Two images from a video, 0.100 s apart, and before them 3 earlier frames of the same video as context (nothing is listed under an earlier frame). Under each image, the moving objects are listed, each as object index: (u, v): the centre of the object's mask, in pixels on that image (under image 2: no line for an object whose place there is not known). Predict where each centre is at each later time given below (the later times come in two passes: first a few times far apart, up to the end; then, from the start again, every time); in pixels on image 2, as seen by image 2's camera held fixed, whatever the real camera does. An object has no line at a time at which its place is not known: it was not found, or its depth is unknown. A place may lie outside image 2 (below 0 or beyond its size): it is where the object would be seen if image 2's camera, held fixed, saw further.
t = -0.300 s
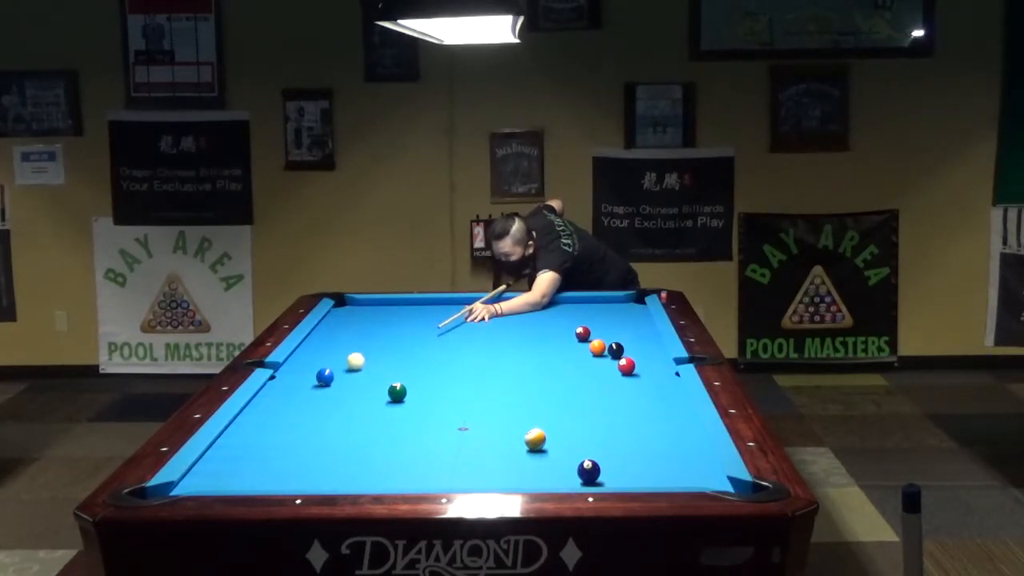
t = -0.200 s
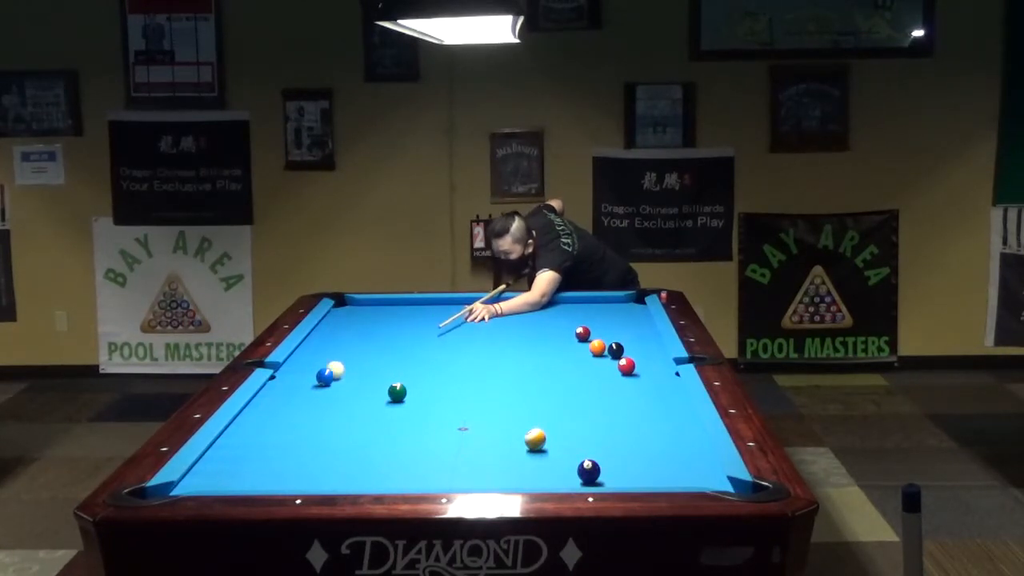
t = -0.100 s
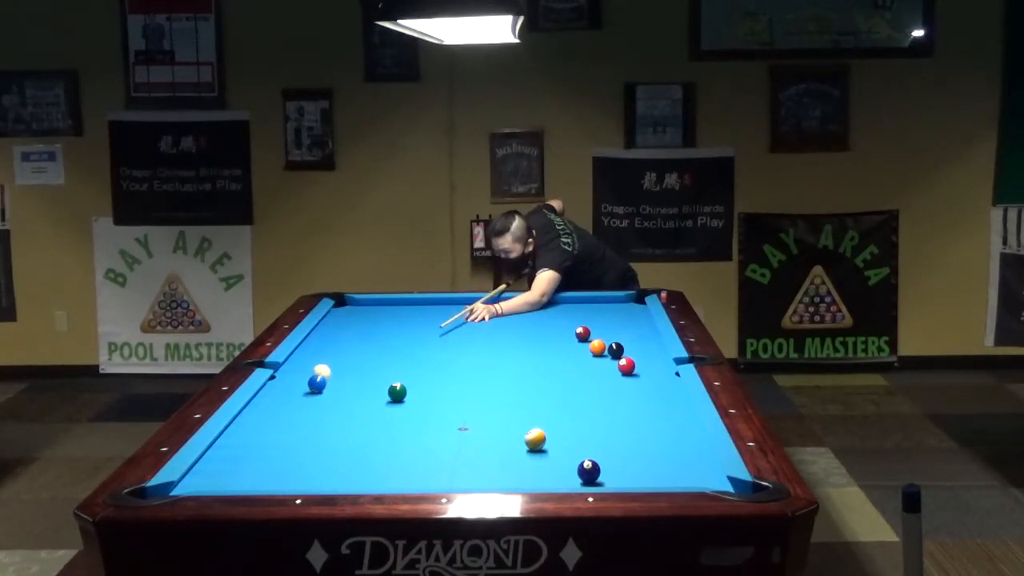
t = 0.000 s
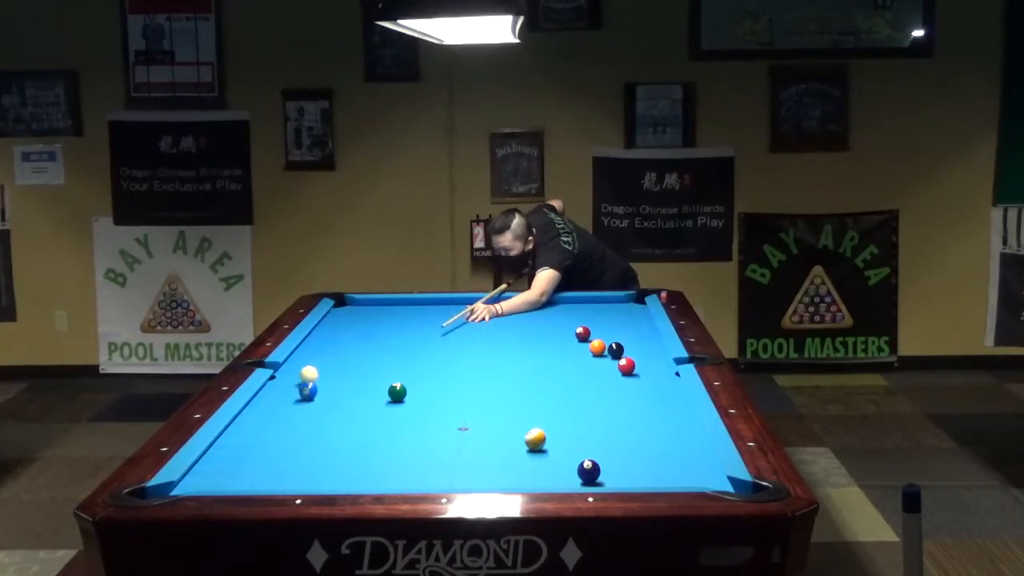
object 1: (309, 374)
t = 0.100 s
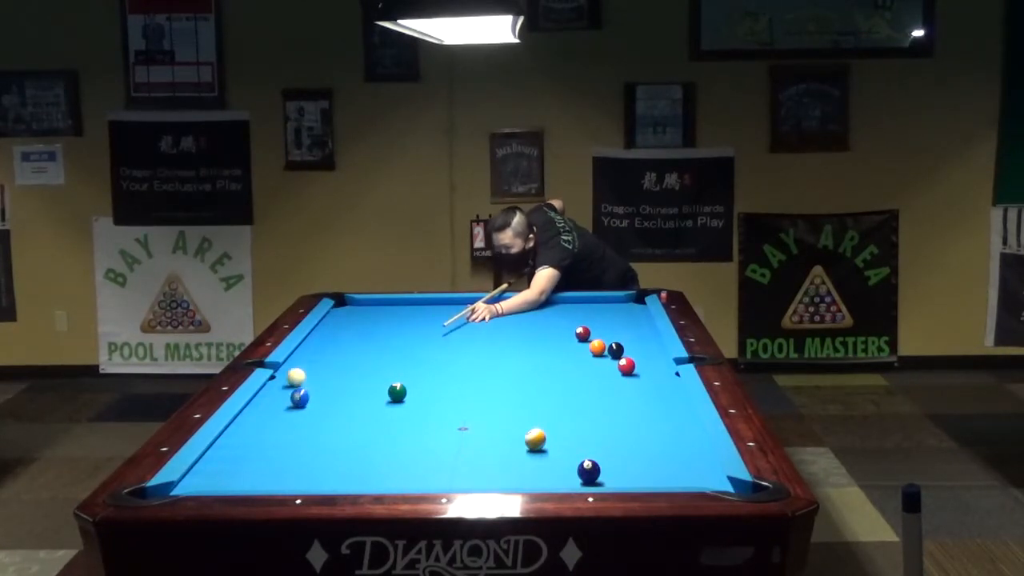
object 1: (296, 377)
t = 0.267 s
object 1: (276, 381)
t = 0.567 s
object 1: (291, 384)
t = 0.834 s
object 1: (303, 386)
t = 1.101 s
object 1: (315, 389)
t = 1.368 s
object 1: (325, 391)
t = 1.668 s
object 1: (336, 393)
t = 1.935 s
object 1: (344, 395)
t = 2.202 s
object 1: (351, 396)
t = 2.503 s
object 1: (358, 397)
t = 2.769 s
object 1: (363, 398)
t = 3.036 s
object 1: (366, 399)
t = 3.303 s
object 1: (368, 399)
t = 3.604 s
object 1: (368, 399)
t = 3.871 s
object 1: (368, 399)
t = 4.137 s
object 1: (368, 399)
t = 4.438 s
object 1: (368, 399)
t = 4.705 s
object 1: (368, 399)
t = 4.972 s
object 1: (368, 399)
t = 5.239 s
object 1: (368, 399)
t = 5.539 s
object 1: (368, 399)
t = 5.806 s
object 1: (368, 399)
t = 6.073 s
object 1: (368, 399)
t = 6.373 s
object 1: (368, 399)
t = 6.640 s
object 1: (368, 399)
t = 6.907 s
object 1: (368, 399)
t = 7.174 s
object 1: (368, 399)
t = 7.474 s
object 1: (368, 399)
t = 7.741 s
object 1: (368, 399)
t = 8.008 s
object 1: (368, 399)
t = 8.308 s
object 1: (368, 399)
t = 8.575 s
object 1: (368, 399)
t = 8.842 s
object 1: (368, 399)
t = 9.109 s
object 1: (368, 399)
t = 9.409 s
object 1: (368, 399)
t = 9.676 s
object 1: (368, 399)
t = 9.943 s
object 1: (368, 399)
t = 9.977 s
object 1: (368, 399)
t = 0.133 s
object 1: (292, 377)
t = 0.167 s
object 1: (287, 378)
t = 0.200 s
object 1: (283, 379)
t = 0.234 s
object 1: (278, 380)
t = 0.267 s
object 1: (276, 381)
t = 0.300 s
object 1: (278, 381)
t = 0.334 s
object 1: (279, 381)
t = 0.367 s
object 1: (281, 382)
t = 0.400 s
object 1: (283, 382)
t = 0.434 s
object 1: (284, 382)
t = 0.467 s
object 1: (285, 383)
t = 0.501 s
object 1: (287, 383)
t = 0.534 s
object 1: (289, 383)
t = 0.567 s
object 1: (291, 384)
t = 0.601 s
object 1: (292, 384)
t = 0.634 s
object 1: (294, 384)
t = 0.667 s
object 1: (295, 385)
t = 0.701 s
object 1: (297, 385)
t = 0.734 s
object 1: (298, 385)
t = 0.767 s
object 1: (300, 386)
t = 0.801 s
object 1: (302, 386)
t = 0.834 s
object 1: (303, 386)
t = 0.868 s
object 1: (305, 387)
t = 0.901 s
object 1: (306, 387)
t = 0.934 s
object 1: (308, 388)
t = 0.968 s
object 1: (309, 388)
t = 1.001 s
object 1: (311, 388)
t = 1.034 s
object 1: (312, 388)
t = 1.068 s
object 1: (313, 389)
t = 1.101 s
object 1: (315, 389)
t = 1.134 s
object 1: (316, 389)
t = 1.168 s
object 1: (317, 390)
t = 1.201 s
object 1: (319, 390)
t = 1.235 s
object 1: (320, 390)
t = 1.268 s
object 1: (321, 390)
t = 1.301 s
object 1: (323, 390)
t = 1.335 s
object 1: (324, 391)
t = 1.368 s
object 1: (325, 391)
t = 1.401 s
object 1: (327, 391)
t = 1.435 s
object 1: (328, 391)
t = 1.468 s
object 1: (329, 392)
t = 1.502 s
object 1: (330, 392)
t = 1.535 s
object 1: (331, 392)
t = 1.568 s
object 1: (332, 392)
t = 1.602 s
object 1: (334, 393)
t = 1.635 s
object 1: (335, 393)
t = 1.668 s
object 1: (336, 393)
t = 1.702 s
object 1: (337, 394)
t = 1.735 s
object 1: (338, 394)
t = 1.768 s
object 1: (339, 394)
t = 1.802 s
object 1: (340, 394)
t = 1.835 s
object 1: (341, 394)
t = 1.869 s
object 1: (342, 394)
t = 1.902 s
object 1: (343, 395)
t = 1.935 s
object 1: (344, 395)
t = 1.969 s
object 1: (345, 395)
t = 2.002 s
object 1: (346, 395)
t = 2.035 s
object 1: (347, 396)
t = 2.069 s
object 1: (348, 396)
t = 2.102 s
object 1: (349, 396)
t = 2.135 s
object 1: (350, 396)
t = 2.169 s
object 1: (351, 396)
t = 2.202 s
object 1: (351, 396)
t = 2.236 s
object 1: (352, 396)
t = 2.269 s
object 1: (353, 396)
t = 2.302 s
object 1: (354, 397)
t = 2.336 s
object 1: (355, 397)
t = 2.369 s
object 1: (355, 397)
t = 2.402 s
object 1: (356, 397)
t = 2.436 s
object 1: (357, 397)
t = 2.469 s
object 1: (357, 397)
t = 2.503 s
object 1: (358, 397)
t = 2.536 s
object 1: (359, 397)
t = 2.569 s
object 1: (359, 397)
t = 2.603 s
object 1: (360, 398)
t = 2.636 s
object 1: (361, 398)
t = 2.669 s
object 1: (361, 398)
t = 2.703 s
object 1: (362, 398)
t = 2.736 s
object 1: (362, 398)
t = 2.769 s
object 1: (363, 398)
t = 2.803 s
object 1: (363, 398)
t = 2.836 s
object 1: (364, 398)
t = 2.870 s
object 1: (364, 398)
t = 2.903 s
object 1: (365, 398)
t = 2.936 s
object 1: (365, 398)
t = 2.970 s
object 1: (365, 398)
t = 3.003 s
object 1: (366, 399)
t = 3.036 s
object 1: (366, 399)
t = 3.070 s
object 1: (367, 399)
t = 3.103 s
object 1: (367, 399)
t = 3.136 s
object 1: (367, 399)
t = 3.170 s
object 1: (368, 399)
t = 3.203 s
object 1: (368, 399)
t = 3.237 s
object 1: (368, 399)
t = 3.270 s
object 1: (368, 399)
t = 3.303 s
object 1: (368, 399)
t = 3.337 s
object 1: (368, 399)
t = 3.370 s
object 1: (368, 399)
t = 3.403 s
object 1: (369, 398)
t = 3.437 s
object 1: (369, 398)
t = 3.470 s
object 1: (369, 398)
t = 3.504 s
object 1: (369, 398)
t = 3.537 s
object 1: (369, 398)
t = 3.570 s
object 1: (368, 399)
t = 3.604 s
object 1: (368, 399)
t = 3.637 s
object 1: (368, 399)
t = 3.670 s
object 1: (368, 399)
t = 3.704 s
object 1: (368, 399)
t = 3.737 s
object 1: (368, 399)
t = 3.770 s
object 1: (368, 399)
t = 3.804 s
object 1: (368, 399)
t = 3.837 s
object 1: (368, 399)
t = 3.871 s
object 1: (368, 399)
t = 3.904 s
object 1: (368, 399)
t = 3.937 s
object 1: (368, 399)
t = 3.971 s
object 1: (368, 399)
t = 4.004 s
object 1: (368, 399)
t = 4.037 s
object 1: (368, 399)
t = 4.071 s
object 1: (368, 399)
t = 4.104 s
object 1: (368, 399)
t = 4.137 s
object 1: (368, 399)
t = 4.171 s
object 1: (368, 398)
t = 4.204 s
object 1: (368, 398)
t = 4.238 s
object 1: (368, 398)
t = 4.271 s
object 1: (368, 399)
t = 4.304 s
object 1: (368, 399)
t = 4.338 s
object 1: (368, 399)
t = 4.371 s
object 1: (368, 399)
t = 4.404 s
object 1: (368, 399)
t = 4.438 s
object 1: (368, 399)
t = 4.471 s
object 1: (368, 399)
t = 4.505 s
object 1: (368, 399)
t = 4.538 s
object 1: (368, 399)
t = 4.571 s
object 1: (368, 399)
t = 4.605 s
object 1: (368, 399)
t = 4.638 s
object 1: (368, 399)
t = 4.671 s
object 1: (368, 399)
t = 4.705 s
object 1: (368, 399)
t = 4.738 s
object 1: (368, 399)
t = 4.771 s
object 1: (368, 399)
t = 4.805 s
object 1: (368, 399)
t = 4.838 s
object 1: (368, 399)
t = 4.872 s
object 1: (368, 399)
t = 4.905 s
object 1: (368, 399)
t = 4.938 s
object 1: (368, 399)
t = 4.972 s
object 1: (368, 399)
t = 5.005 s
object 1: (368, 399)
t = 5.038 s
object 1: (368, 399)
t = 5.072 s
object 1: (368, 399)
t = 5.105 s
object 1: (368, 399)
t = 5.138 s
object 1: (368, 399)
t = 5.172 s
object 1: (368, 399)
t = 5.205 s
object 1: (368, 399)
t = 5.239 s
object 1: (368, 399)
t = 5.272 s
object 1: (368, 399)
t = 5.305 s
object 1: (368, 399)
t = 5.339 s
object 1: (368, 399)
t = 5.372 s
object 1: (368, 399)
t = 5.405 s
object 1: (368, 399)
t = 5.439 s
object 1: (368, 399)
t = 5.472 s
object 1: (368, 399)
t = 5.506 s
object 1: (368, 399)
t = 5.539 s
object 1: (368, 399)
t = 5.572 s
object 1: (368, 399)
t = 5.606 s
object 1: (368, 399)
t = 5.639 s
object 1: (368, 399)
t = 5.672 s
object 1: (368, 399)
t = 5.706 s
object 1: (368, 399)
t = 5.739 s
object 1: (368, 399)
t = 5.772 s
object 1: (368, 399)
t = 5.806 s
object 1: (368, 399)
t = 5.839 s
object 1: (368, 399)
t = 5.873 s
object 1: (368, 399)
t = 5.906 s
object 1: (368, 399)
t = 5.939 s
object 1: (368, 399)
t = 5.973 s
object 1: (368, 399)
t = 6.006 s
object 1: (368, 399)
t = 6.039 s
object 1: (368, 399)
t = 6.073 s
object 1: (368, 399)
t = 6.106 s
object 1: (368, 399)
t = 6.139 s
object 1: (368, 399)
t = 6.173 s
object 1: (368, 399)
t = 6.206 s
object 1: (368, 399)
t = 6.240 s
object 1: (368, 399)
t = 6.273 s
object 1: (368, 399)
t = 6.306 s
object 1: (368, 399)
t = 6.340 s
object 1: (368, 399)
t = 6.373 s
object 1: (368, 399)
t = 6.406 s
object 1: (368, 399)
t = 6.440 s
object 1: (368, 399)
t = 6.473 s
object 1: (368, 399)
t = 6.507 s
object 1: (368, 399)
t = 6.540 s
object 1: (368, 399)
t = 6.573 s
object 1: (368, 399)
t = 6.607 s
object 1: (368, 399)
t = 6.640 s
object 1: (368, 399)
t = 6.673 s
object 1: (368, 399)
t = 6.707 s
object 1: (368, 399)
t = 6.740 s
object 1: (368, 399)
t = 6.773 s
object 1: (368, 399)
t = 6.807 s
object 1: (368, 399)
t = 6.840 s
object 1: (368, 399)
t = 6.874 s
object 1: (368, 399)
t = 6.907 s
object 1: (368, 399)
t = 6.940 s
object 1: (368, 399)
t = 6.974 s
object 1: (368, 399)
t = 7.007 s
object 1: (368, 399)
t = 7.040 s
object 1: (368, 399)
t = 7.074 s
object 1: (368, 399)
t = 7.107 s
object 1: (368, 399)
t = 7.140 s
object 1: (368, 399)
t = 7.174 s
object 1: (368, 399)
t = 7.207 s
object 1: (368, 399)
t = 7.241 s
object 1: (368, 399)
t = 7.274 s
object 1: (368, 399)
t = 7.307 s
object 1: (368, 399)
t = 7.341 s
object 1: (368, 399)
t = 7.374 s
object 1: (368, 399)
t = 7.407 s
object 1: (368, 399)
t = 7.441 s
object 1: (368, 399)
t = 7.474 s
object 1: (368, 399)
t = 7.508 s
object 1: (368, 399)
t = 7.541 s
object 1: (368, 399)
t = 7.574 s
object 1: (368, 399)
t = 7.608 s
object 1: (368, 399)
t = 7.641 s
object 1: (368, 399)
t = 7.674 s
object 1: (368, 399)
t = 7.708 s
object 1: (368, 399)
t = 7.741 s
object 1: (368, 399)
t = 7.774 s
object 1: (368, 399)
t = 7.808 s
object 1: (368, 399)
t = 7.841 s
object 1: (368, 399)
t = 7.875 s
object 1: (368, 399)
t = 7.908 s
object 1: (368, 399)
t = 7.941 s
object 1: (368, 399)
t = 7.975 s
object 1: (368, 399)
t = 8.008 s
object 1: (368, 399)
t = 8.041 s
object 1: (368, 399)
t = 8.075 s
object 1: (368, 399)
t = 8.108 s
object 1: (368, 399)
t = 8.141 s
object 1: (368, 399)
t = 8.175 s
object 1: (368, 399)
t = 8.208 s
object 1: (368, 399)
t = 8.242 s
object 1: (368, 399)
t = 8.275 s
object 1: (368, 399)
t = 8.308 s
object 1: (368, 399)
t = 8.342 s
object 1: (368, 399)
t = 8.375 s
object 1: (368, 399)
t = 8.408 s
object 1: (368, 399)
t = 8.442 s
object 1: (368, 398)
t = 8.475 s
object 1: (368, 399)
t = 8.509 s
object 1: (368, 399)
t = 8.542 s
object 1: (368, 399)
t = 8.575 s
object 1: (368, 399)
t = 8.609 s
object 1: (368, 399)
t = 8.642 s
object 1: (368, 399)
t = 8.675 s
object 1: (368, 399)
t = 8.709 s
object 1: (368, 399)
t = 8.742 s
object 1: (368, 399)
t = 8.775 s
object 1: (368, 399)
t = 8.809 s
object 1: (368, 399)
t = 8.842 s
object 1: (368, 399)
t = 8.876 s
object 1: (368, 399)
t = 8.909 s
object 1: (368, 399)
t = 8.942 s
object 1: (368, 399)
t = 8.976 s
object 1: (368, 399)
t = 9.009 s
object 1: (368, 399)
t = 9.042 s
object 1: (368, 399)
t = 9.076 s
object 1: (368, 399)
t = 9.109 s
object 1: (368, 399)
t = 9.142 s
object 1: (368, 399)
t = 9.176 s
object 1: (368, 399)
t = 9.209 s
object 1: (368, 399)
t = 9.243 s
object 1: (368, 399)
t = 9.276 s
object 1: (368, 399)
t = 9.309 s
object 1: (368, 399)
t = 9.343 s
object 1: (368, 399)
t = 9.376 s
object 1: (368, 399)
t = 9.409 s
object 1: (368, 399)
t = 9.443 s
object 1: (368, 399)
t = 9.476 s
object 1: (368, 399)
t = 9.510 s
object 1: (368, 399)
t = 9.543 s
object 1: (368, 399)
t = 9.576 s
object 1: (368, 399)
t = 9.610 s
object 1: (368, 399)
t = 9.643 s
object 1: (368, 399)
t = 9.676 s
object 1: (368, 399)
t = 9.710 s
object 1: (368, 399)
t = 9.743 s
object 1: (368, 399)
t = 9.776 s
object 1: (368, 399)
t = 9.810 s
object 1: (368, 399)
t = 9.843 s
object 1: (368, 399)
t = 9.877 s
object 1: (368, 399)
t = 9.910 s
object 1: (368, 399)
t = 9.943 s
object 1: (368, 399)
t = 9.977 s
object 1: (368, 399)
